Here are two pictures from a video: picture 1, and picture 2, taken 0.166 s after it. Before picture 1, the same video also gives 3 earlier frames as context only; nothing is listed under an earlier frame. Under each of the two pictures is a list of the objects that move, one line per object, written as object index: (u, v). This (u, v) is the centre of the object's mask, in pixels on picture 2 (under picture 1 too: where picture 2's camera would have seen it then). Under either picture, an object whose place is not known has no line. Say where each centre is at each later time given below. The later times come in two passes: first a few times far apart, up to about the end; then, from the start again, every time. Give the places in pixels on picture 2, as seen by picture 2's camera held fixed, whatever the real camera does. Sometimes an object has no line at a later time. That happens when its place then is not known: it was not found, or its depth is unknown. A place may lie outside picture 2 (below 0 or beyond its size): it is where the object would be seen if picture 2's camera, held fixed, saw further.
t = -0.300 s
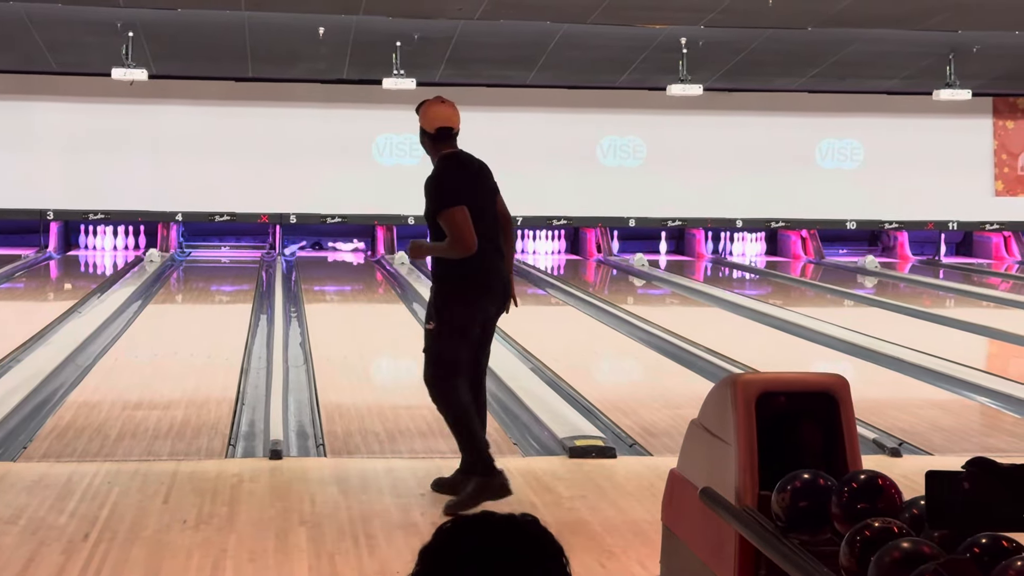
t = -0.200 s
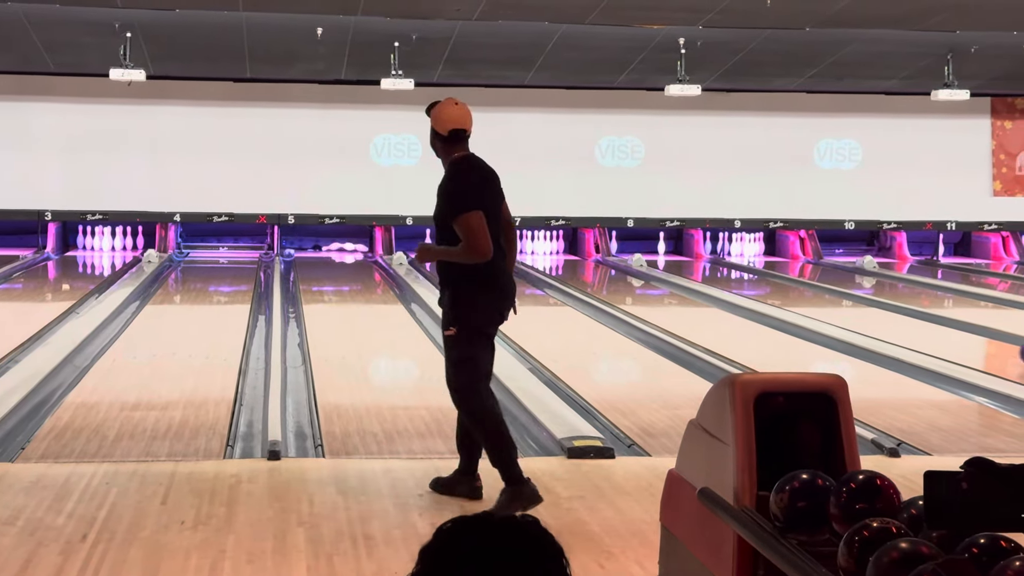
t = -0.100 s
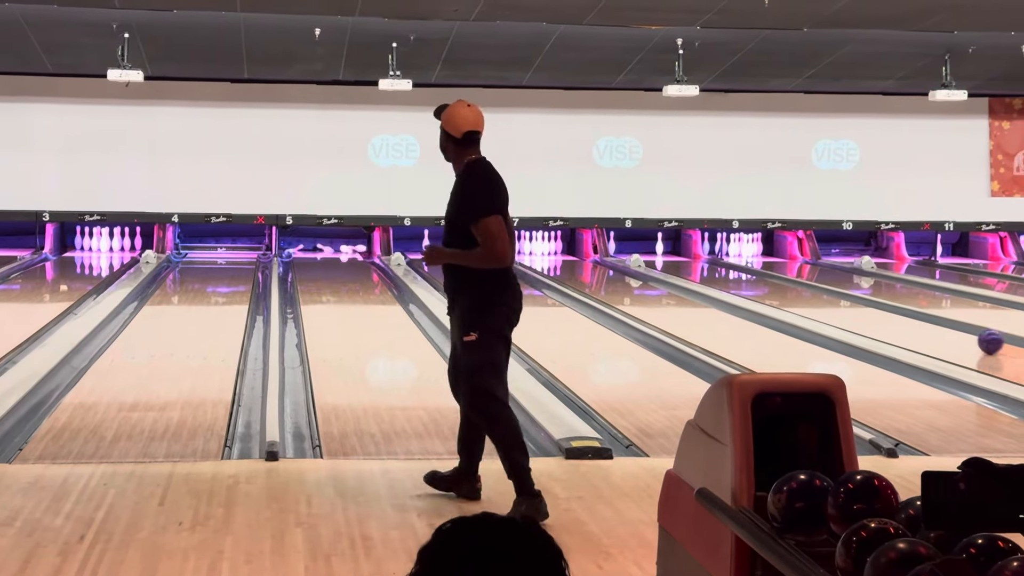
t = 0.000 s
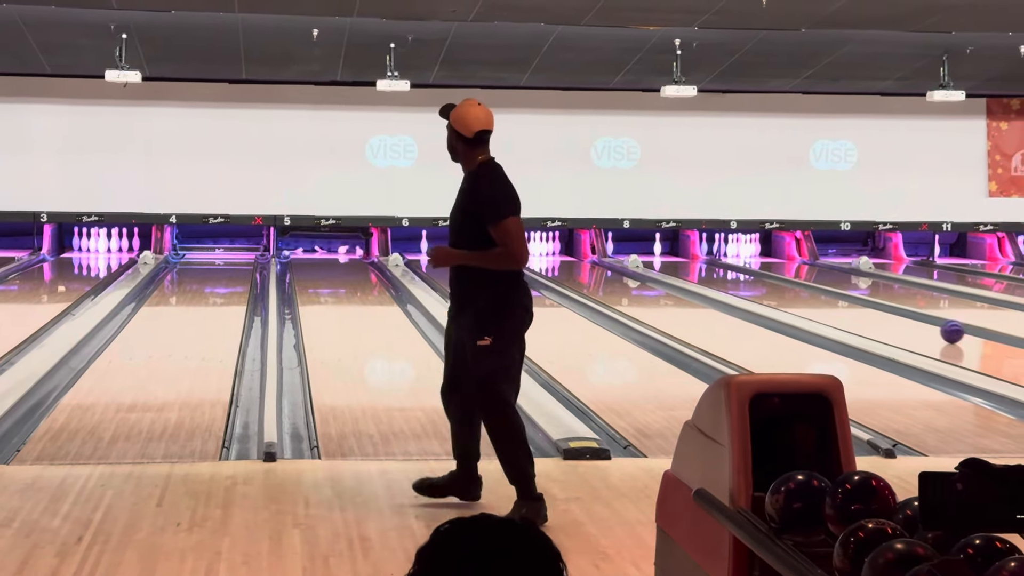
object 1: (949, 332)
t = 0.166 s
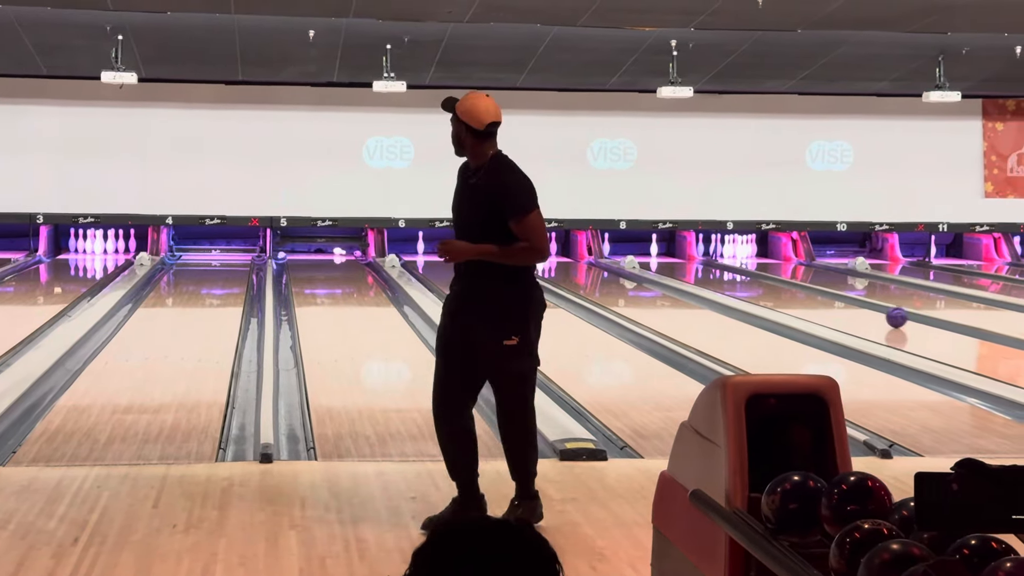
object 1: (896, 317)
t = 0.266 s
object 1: (869, 309)
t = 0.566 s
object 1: (800, 289)
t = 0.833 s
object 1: (751, 276)
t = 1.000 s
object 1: (724, 269)
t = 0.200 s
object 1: (887, 314)
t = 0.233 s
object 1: (878, 312)
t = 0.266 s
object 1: (869, 309)
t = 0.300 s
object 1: (860, 307)
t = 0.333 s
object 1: (852, 304)
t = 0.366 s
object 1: (844, 302)
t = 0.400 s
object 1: (836, 300)
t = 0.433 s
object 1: (829, 298)
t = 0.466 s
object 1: (821, 295)
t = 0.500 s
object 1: (814, 294)
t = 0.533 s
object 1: (807, 291)
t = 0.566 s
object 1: (800, 289)
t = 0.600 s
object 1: (793, 288)
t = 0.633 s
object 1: (787, 286)
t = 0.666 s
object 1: (781, 284)
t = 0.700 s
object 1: (774, 283)
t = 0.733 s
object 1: (768, 281)
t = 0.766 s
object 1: (762, 279)
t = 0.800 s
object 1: (756, 278)
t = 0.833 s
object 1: (751, 276)
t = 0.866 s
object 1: (746, 275)
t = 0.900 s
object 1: (740, 273)
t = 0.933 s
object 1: (735, 271)
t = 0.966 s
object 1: (729, 270)
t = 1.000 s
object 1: (724, 269)
